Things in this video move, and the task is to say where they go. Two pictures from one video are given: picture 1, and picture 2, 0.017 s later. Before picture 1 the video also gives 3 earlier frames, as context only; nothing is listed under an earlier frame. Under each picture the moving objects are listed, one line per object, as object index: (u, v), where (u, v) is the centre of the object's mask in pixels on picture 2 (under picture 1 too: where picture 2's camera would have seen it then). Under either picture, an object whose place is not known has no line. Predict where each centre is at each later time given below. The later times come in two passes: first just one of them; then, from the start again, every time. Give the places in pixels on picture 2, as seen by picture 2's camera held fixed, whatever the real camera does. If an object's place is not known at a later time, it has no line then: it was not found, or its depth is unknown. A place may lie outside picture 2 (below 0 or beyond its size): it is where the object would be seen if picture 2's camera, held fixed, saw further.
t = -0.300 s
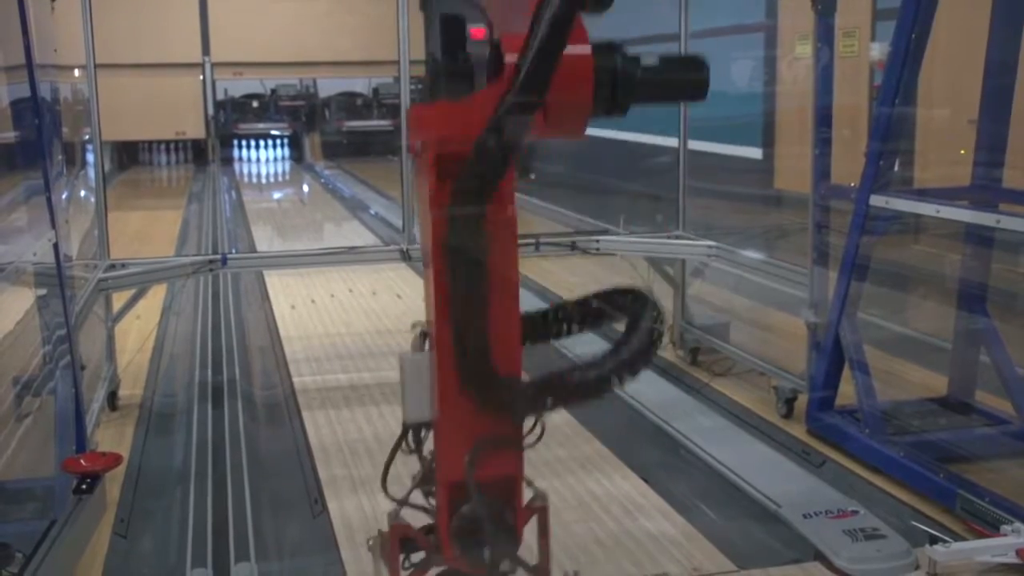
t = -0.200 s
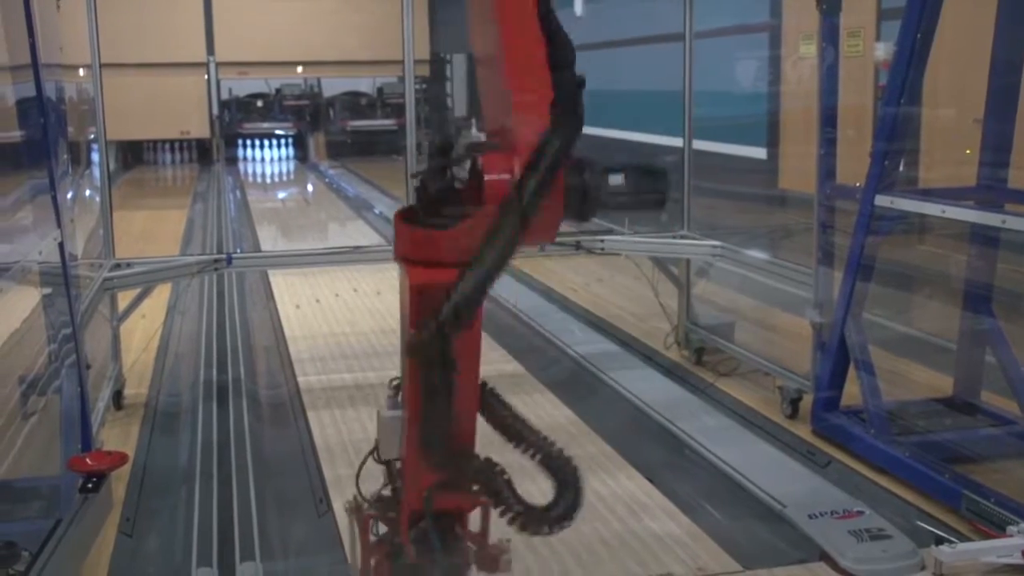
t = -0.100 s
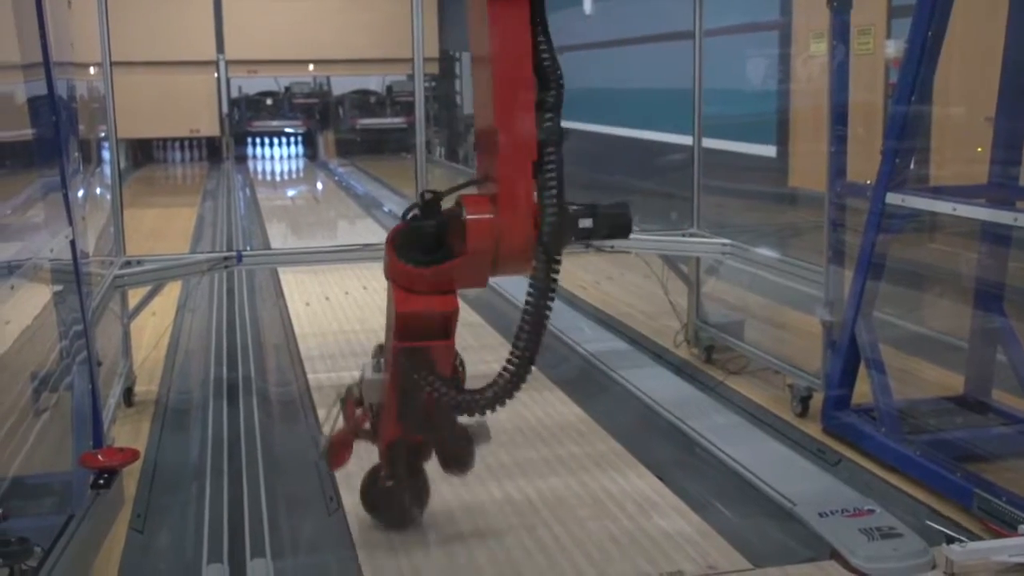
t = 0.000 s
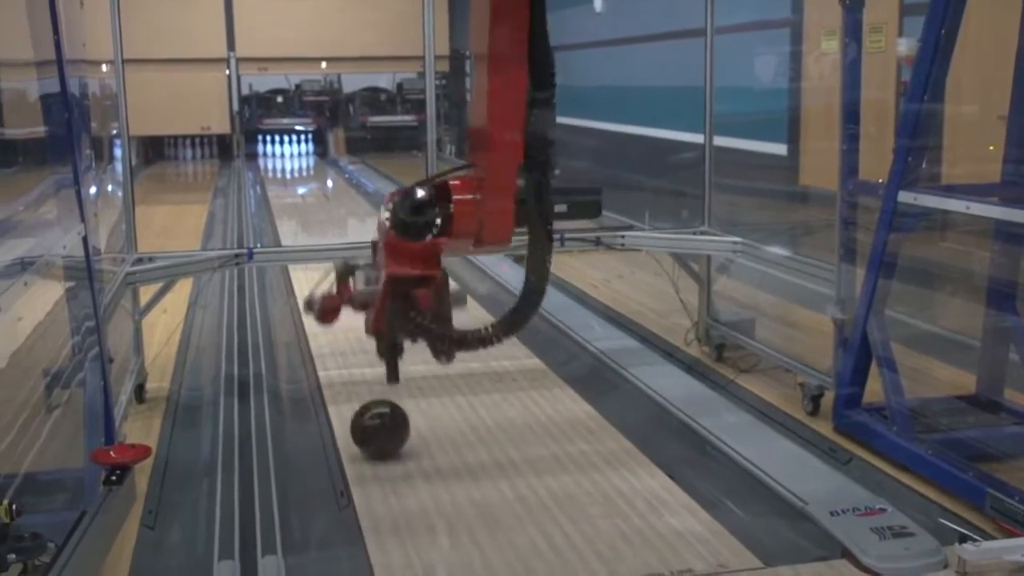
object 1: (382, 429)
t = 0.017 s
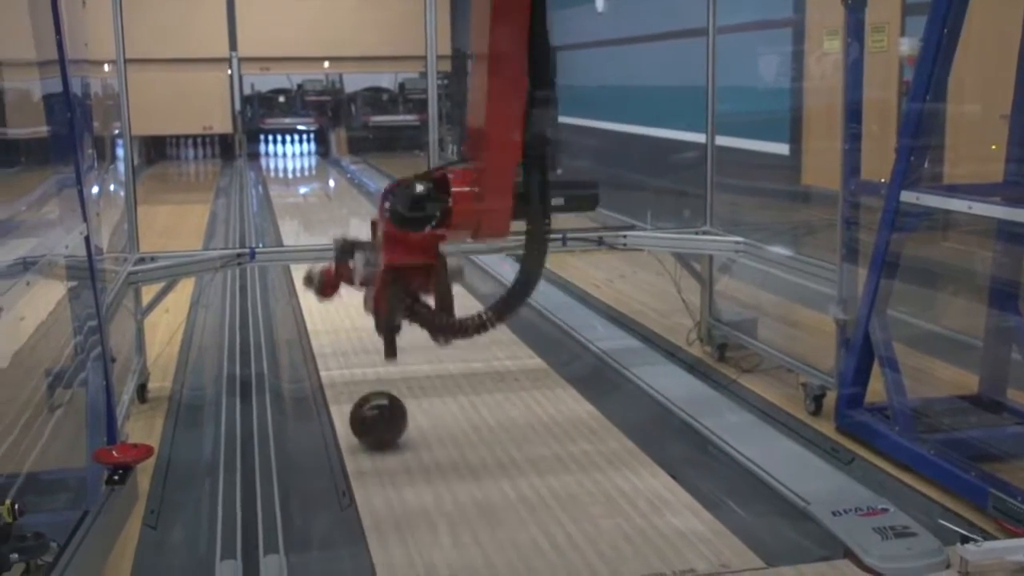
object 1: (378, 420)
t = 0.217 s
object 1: (348, 345)
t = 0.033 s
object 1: (375, 413)
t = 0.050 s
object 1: (372, 405)
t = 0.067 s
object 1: (369, 397)
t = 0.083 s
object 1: (366, 390)
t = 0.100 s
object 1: (364, 384)
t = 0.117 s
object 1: (361, 377)
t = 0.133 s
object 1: (359, 371)
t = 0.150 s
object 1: (357, 365)
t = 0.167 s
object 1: (354, 360)
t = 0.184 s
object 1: (352, 354)
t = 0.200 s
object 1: (350, 349)
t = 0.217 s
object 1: (348, 345)
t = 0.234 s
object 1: (347, 339)
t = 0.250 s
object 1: (345, 335)
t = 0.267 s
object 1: (343, 331)
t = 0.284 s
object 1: (342, 326)
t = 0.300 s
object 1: (340, 321)
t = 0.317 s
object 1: (339, 318)
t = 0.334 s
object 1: (338, 314)
